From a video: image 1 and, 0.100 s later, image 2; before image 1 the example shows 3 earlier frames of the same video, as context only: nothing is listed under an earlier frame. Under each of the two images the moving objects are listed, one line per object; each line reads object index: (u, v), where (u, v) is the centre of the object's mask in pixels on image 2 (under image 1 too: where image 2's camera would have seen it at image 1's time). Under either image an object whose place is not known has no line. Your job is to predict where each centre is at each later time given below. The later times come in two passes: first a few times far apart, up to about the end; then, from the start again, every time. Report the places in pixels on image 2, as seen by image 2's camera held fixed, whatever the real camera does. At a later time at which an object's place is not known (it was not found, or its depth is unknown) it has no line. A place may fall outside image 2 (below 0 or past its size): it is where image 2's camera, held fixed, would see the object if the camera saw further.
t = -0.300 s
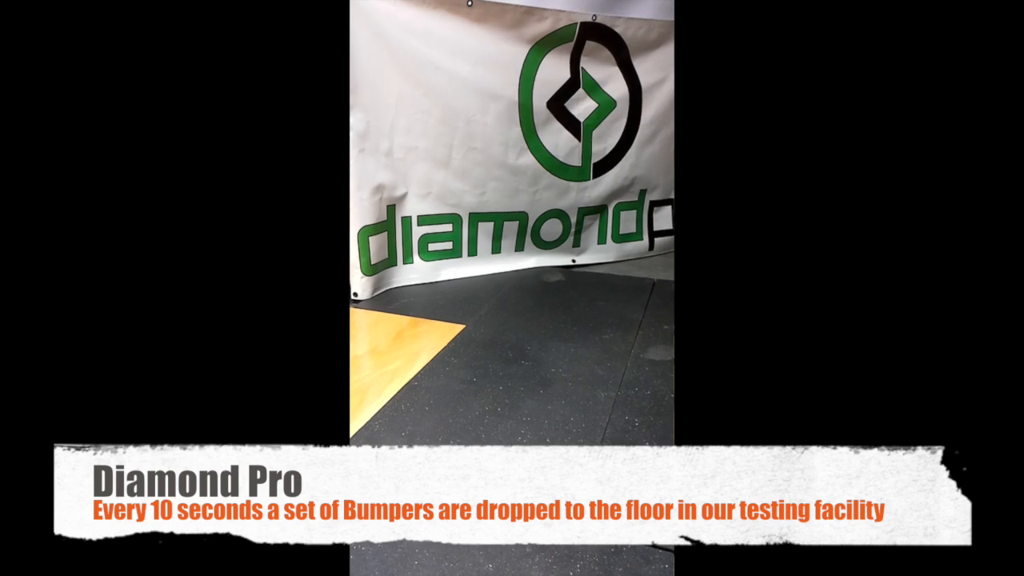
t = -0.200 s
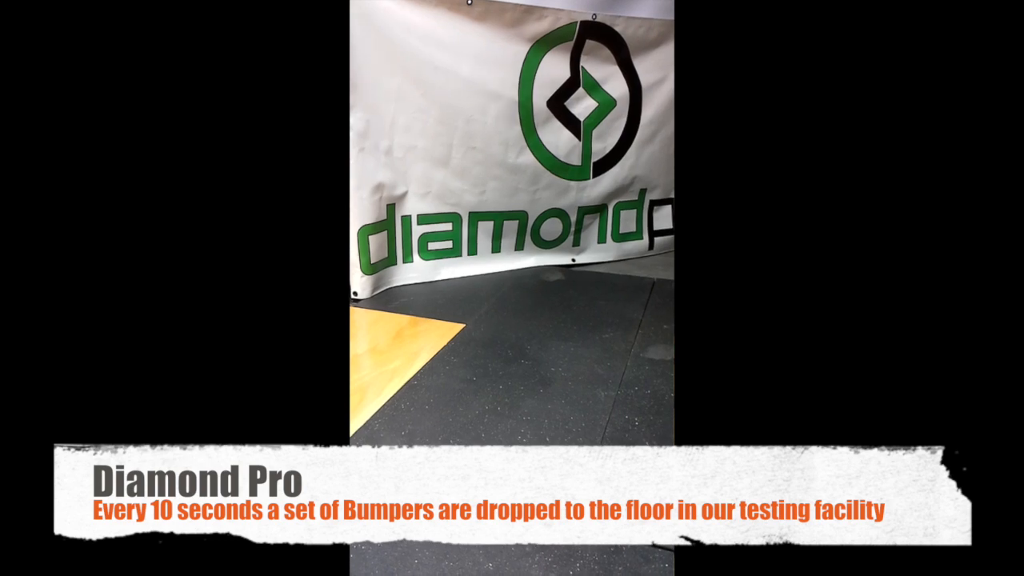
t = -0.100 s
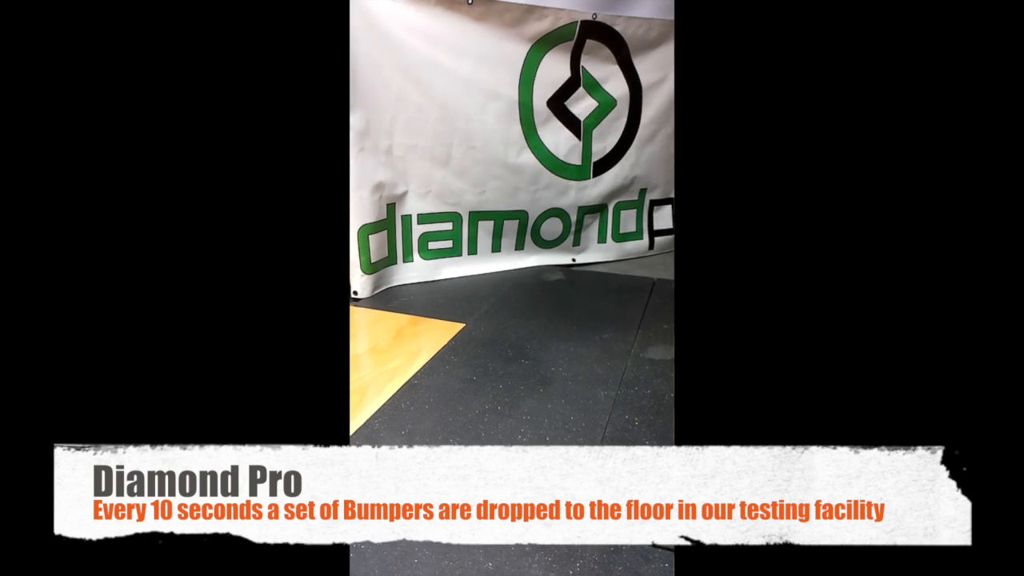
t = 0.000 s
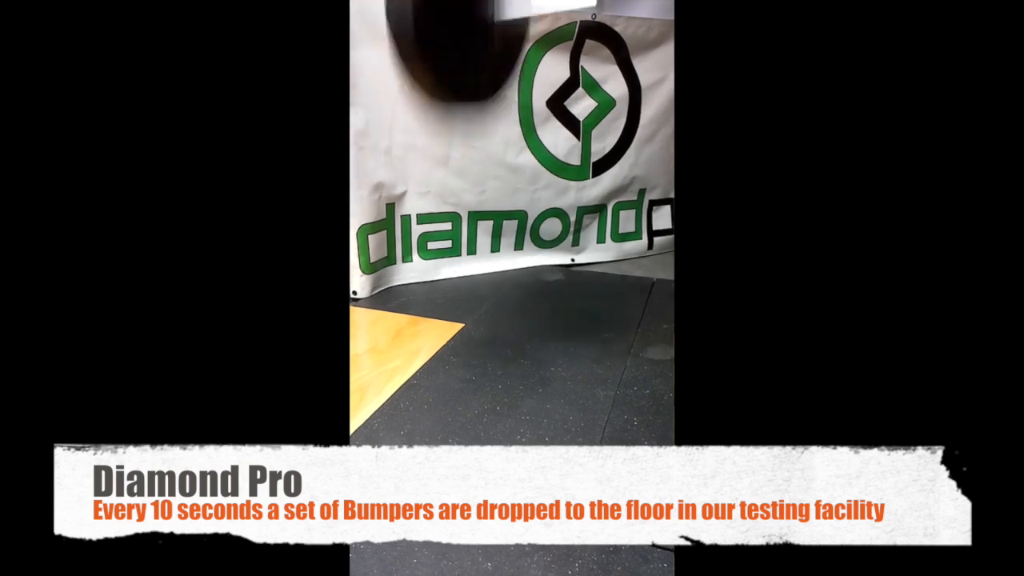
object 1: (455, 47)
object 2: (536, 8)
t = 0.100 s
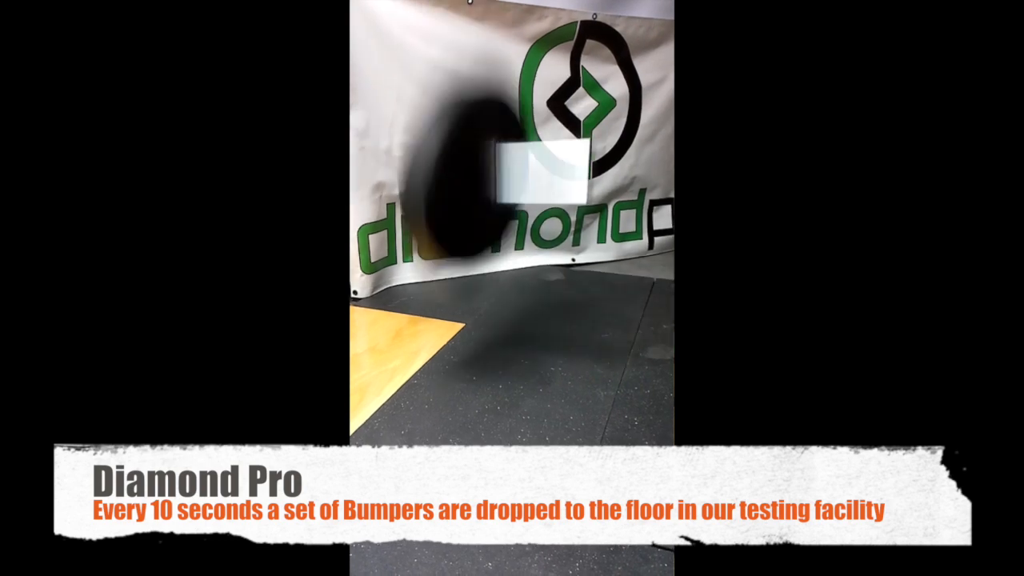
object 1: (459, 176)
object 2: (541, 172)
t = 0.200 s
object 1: (462, 242)
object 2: (533, 253)
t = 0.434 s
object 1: (466, 127)
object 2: (547, 144)
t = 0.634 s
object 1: (470, 179)
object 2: (554, 189)
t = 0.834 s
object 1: (476, 249)
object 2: (554, 257)
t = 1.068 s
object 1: (473, 278)
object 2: (551, 295)
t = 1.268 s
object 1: (468, 285)
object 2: (543, 299)
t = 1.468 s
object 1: (462, 281)
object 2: (534, 297)
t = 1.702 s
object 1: (460, 278)
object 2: (532, 292)
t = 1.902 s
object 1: (462, 277)
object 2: (534, 291)
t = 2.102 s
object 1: (458, 276)
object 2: (531, 290)
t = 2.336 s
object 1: (455, 277)
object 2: (529, 291)
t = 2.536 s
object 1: (453, 279)
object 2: (527, 293)
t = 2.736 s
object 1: (454, 282)
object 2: (528, 296)
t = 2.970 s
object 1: (452, 283)
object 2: (527, 298)
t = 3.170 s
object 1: (449, 284)
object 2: (525, 299)
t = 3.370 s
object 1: (448, 285)
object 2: (524, 301)
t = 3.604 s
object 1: (447, 287)
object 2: (523, 302)
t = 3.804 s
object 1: (443, 286)
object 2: (519, 302)
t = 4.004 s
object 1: (440, 286)
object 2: (516, 301)
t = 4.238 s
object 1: (437, 285)
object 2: (514, 300)
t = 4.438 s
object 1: (437, 285)
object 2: (514, 301)
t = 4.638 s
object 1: (441, 282)
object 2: (516, 298)
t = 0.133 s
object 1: (462, 239)
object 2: (539, 234)
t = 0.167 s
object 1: (466, 271)
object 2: (539, 280)
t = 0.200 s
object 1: (462, 242)
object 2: (533, 253)
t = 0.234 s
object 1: (462, 216)
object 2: (538, 226)
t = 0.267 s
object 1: (465, 189)
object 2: (540, 199)
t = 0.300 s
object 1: (462, 167)
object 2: (540, 176)
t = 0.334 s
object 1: (464, 150)
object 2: (544, 163)
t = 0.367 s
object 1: (465, 138)
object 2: (547, 152)
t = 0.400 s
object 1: (465, 132)
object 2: (545, 145)
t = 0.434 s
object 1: (466, 127)
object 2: (547, 144)
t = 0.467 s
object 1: (466, 122)
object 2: (548, 139)
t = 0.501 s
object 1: (466, 124)
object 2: (548, 137)
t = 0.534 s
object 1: (468, 129)
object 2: (551, 143)
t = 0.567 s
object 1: (469, 140)
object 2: (556, 155)
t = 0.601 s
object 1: (469, 157)
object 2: (553, 167)
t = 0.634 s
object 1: (470, 179)
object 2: (554, 189)
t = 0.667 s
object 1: (472, 207)
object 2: (554, 217)
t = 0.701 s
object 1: (475, 237)
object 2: (556, 249)
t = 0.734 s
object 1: (478, 266)
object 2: (555, 284)
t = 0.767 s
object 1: (478, 282)
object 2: (557, 302)
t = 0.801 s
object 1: (479, 262)
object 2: (556, 274)
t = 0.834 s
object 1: (476, 249)
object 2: (554, 257)
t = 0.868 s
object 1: (476, 237)
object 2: (555, 251)
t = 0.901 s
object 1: (475, 233)
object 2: (553, 246)
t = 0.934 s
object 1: (474, 233)
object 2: (553, 247)
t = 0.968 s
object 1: (474, 237)
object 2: (554, 252)
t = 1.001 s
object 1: (473, 247)
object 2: (555, 263)
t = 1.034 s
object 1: (473, 261)
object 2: (550, 276)
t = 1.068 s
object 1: (473, 278)
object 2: (551, 295)
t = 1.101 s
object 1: (471, 289)
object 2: (551, 314)
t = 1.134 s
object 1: (471, 281)
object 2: (547, 303)
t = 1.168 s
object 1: (470, 275)
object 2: (546, 295)
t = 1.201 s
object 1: (470, 275)
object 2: (547, 293)
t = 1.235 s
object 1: (469, 280)
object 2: (545, 295)
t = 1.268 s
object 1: (468, 285)
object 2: (543, 299)
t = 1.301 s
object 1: (467, 281)
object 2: (542, 296)
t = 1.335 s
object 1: (466, 280)
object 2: (541, 294)
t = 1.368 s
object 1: (466, 283)
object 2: (540, 299)
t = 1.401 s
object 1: (464, 282)
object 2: (539, 300)
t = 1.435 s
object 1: (462, 280)
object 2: (535, 297)
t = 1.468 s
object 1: (462, 281)
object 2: (534, 297)
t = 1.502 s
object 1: (462, 280)
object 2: (534, 295)
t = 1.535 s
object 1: (461, 280)
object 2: (533, 293)
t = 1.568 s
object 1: (460, 278)
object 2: (533, 293)
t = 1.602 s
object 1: (460, 279)
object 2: (532, 293)
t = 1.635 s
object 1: (460, 278)
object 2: (532, 293)
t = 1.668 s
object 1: (460, 278)
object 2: (532, 293)
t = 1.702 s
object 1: (460, 278)
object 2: (532, 292)
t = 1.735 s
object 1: (461, 278)
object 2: (533, 292)
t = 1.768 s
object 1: (461, 277)
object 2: (533, 292)
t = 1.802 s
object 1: (461, 277)
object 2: (534, 291)
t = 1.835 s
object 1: (462, 277)
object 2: (534, 291)
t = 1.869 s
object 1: (462, 277)
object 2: (534, 291)
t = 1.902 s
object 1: (462, 277)
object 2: (534, 291)
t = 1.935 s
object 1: (461, 277)
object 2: (534, 291)
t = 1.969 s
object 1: (460, 277)
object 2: (533, 291)
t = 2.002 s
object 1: (459, 276)
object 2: (532, 291)
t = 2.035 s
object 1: (459, 276)
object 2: (532, 291)
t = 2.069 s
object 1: (458, 277)
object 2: (531, 291)
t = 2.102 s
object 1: (458, 276)
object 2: (531, 290)
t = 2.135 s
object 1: (457, 276)
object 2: (530, 290)
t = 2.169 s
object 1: (457, 276)
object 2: (530, 290)
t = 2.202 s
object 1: (457, 276)
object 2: (530, 290)
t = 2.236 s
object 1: (457, 276)
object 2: (530, 290)
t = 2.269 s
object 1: (456, 277)
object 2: (530, 291)
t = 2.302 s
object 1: (456, 277)
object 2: (530, 291)
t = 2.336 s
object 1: (455, 277)
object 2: (529, 291)
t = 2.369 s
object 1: (455, 278)
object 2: (529, 292)
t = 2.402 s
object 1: (454, 278)
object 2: (528, 292)
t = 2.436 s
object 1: (454, 278)
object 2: (527, 292)
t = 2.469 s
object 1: (453, 278)
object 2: (527, 292)
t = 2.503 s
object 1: (453, 279)
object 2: (527, 293)
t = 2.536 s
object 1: (453, 279)
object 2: (527, 293)
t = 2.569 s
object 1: (454, 279)
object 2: (528, 293)
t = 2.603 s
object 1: (454, 280)
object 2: (528, 293)
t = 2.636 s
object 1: (453, 280)
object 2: (528, 294)
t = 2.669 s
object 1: (453, 281)
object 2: (527, 294)
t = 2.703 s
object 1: (454, 281)
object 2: (528, 295)
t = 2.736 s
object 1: (454, 282)
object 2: (528, 296)
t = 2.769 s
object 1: (453, 282)
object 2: (528, 296)
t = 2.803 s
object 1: (453, 281)
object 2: (528, 296)
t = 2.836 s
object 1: (453, 281)
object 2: (528, 296)
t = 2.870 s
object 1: (453, 282)
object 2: (528, 296)
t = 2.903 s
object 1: (452, 282)
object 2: (528, 297)
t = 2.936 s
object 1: (452, 283)
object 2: (527, 297)
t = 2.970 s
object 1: (452, 283)
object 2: (527, 298)
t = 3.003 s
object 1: (451, 284)
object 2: (527, 298)
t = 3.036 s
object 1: (451, 284)
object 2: (526, 299)
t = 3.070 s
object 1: (450, 284)
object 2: (526, 299)
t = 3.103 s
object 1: (449, 284)
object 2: (525, 299)
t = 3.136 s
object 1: (449, 284)
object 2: (525, 299)
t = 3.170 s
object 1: (449, 284)
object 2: (525, 299)
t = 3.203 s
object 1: (448, 285)
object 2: (524, 299)
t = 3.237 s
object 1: (448, 285)
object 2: (524, 299)
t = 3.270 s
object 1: (448, 285)
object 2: (524, 300)
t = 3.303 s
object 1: (448, 285)
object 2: (524, 300)
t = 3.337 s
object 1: (448, 285)
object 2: (524, 300)
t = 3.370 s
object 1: (448, 285)
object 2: (524, 301)
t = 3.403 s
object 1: (448, 286)
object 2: (524, 301)
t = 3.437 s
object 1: (448, 286)
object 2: (524, 302)
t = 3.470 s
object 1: (448, 287)
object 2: (524, 302)
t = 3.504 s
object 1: (447, 287)
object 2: (525, 302)
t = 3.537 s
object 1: (447, 287)
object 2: (524, 302)
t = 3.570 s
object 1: (447, 287)
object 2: (524, 302)
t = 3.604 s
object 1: (447, 287)
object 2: (523, 302)
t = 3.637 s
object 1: (446, 287)
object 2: (523, 302)
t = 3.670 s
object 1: (446, 287)
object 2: (522, 303)
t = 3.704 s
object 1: (445, 287)
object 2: (523, 303)
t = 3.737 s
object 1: (445, 287)
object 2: (522, 303)
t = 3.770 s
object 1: (444, 286)
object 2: (521, 302)
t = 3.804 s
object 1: (443, 286)
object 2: (519, 302)
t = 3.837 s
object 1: (442, 286)
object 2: (518, 302)
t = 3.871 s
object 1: (441, 286)
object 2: (517, 301)
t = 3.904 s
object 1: (440, 286)
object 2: (517, 301)
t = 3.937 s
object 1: (440, 286)
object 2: (517, 302)
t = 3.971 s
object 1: (441, 286)
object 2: (518, 302)
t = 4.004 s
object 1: (440, 286)
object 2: (516, 301)
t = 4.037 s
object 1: (439, 286)
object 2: (516, 301)
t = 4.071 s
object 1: (438, 285)
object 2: (515, 301)
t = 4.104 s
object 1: (438, 285)
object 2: (515, 300)
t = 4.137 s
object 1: (438, 284)
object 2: (515, 300)
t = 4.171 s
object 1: (438, 284)
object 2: (515, 300)
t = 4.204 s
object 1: (437, 284)
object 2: (515, 300)
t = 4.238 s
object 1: (437, 285)
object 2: (514, 300)
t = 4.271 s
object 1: (437, 285)
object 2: (514, 300)
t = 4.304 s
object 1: (437, 284)
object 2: (514, 300)
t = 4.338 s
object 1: (437, 284)
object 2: (515, 300)
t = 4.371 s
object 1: (437, 284)
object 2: (515, 300)
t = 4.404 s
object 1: (437, 284)
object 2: (515, 300)
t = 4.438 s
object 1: (437, 285)
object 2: (514, 301)
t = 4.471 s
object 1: (437, 285)
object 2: (514, 301)
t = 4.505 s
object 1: (437, 284)
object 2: (514, 301)
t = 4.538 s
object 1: (437, 284)
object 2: (514, 301)
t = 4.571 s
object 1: (437, 284)
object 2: (514, 300)
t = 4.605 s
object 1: (438, 283)
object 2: (515, 299)
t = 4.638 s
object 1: (441, 282)
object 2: (516, 298)
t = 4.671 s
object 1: (443, 279)
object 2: (519, 297)
